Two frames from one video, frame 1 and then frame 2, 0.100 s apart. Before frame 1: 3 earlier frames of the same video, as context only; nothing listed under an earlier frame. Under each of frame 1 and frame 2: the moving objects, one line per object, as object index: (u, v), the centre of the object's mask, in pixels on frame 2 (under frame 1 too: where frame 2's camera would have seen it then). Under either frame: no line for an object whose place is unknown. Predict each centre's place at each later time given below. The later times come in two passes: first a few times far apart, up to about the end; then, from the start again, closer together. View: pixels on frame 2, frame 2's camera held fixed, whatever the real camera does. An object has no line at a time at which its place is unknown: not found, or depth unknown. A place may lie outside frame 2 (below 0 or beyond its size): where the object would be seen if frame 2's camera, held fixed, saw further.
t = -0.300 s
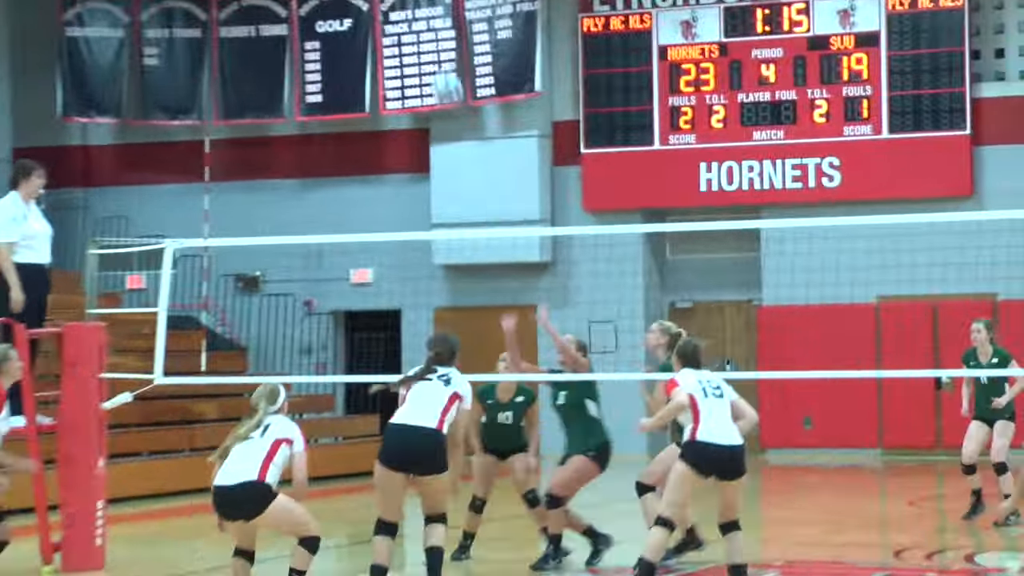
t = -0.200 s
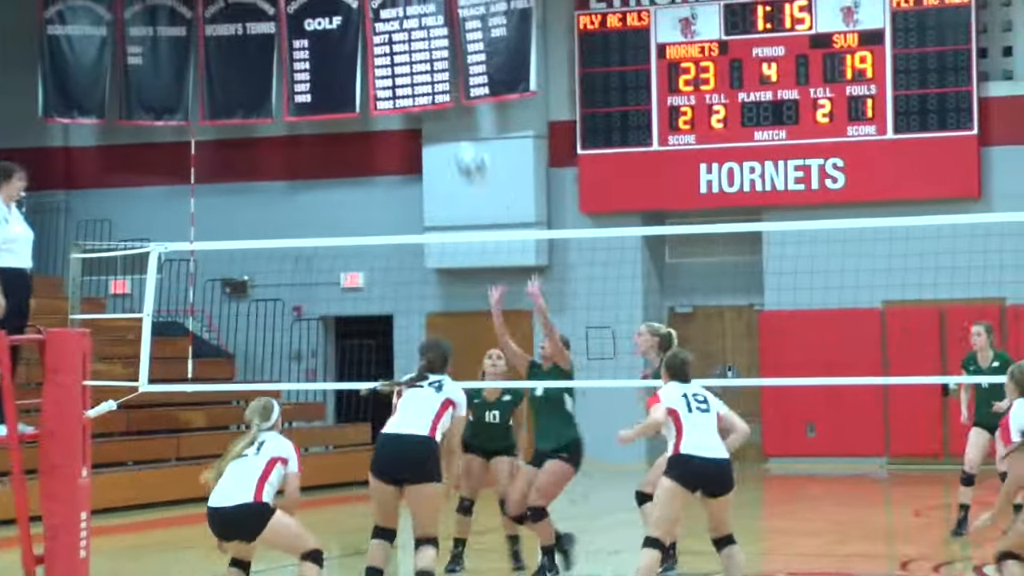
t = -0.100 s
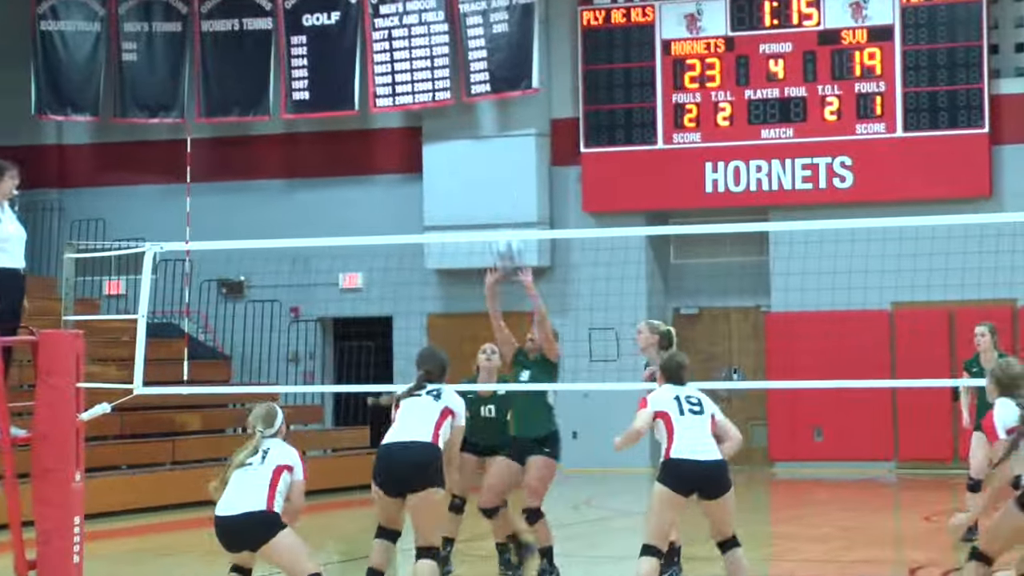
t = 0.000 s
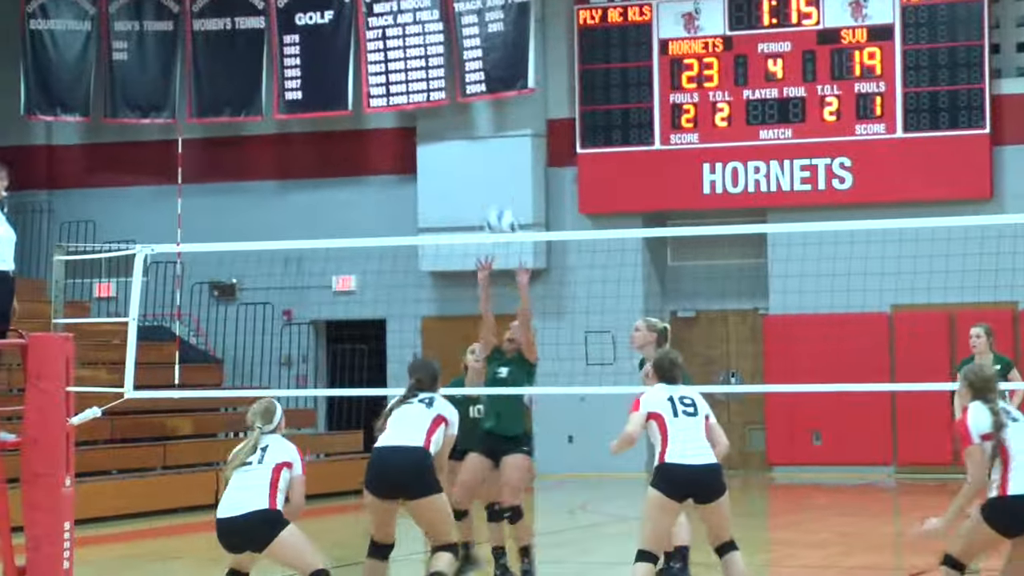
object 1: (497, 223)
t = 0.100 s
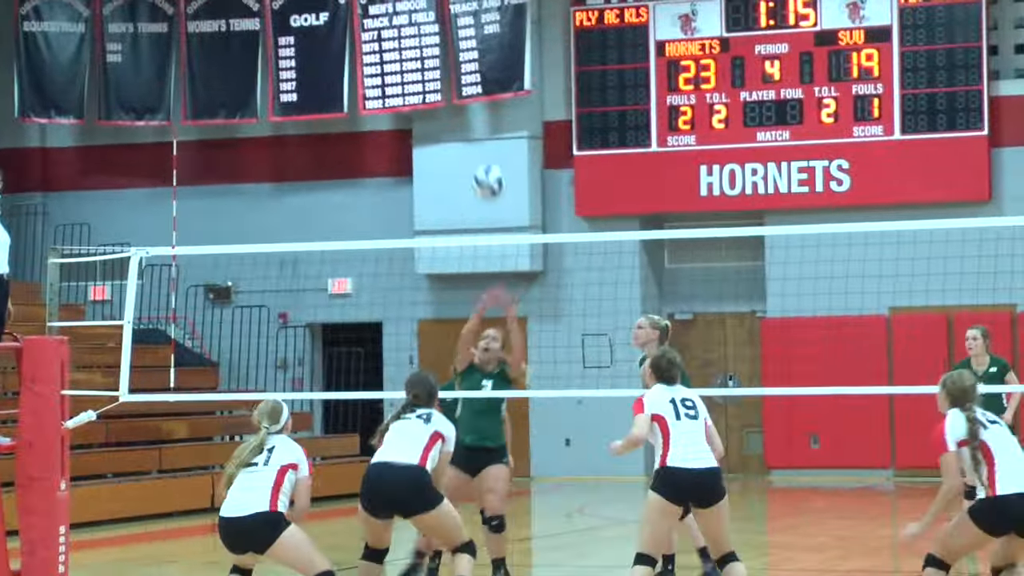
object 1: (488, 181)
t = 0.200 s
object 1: (478, 150)
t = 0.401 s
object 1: (461, 131)
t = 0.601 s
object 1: (445, 177)
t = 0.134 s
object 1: (485, 169)
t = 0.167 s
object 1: (482, 159)
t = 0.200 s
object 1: (478, 150)
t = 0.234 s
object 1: (476, 142)
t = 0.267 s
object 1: (473, 137)
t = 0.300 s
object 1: (470, 133)
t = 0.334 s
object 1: (467, 131)
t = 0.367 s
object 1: (464, 130)
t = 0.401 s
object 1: (461, 131)
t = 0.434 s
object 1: (459, 134)
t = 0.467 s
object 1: (456, 140)
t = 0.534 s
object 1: (451, 155)
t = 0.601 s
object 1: (445, 177)
